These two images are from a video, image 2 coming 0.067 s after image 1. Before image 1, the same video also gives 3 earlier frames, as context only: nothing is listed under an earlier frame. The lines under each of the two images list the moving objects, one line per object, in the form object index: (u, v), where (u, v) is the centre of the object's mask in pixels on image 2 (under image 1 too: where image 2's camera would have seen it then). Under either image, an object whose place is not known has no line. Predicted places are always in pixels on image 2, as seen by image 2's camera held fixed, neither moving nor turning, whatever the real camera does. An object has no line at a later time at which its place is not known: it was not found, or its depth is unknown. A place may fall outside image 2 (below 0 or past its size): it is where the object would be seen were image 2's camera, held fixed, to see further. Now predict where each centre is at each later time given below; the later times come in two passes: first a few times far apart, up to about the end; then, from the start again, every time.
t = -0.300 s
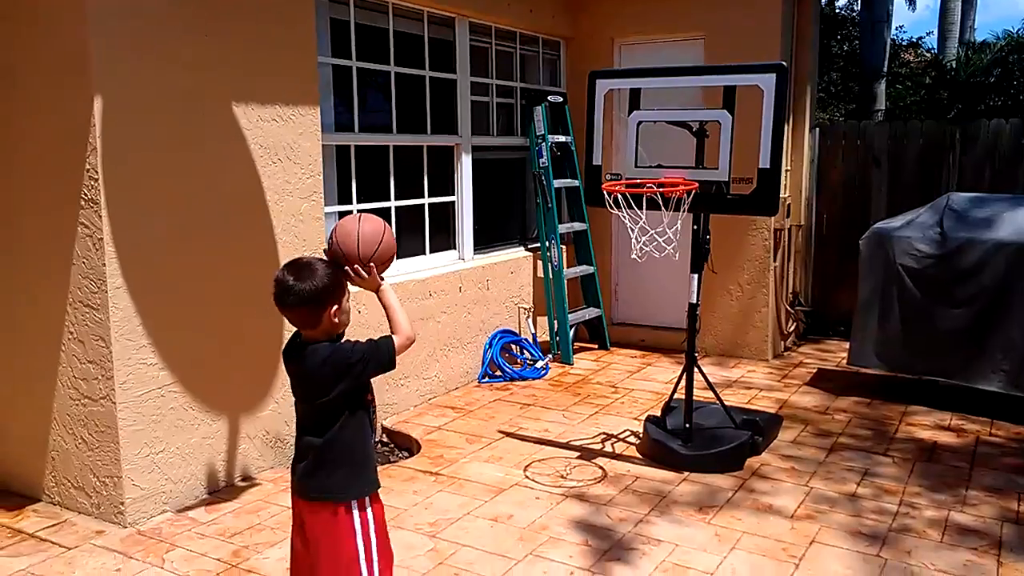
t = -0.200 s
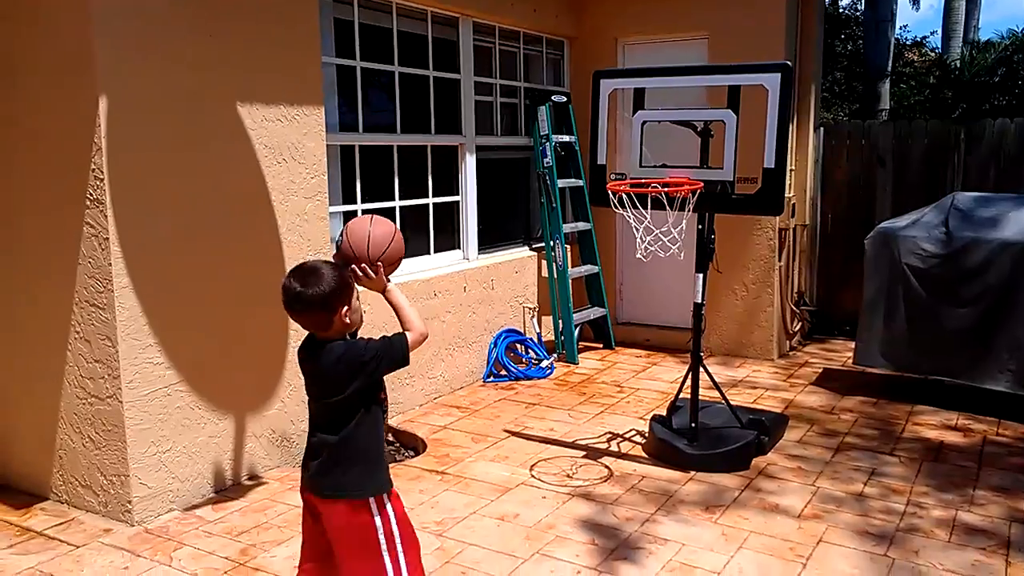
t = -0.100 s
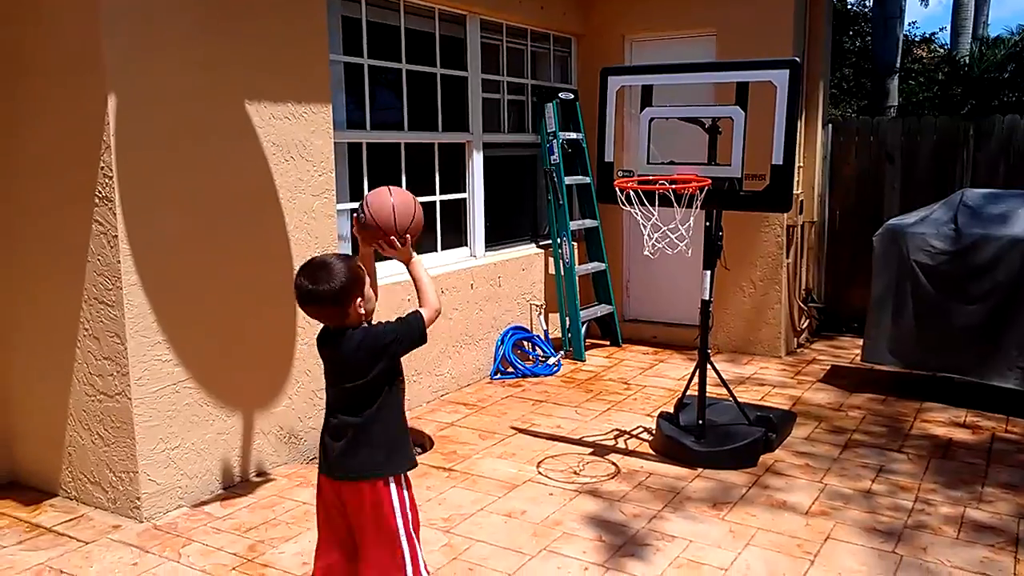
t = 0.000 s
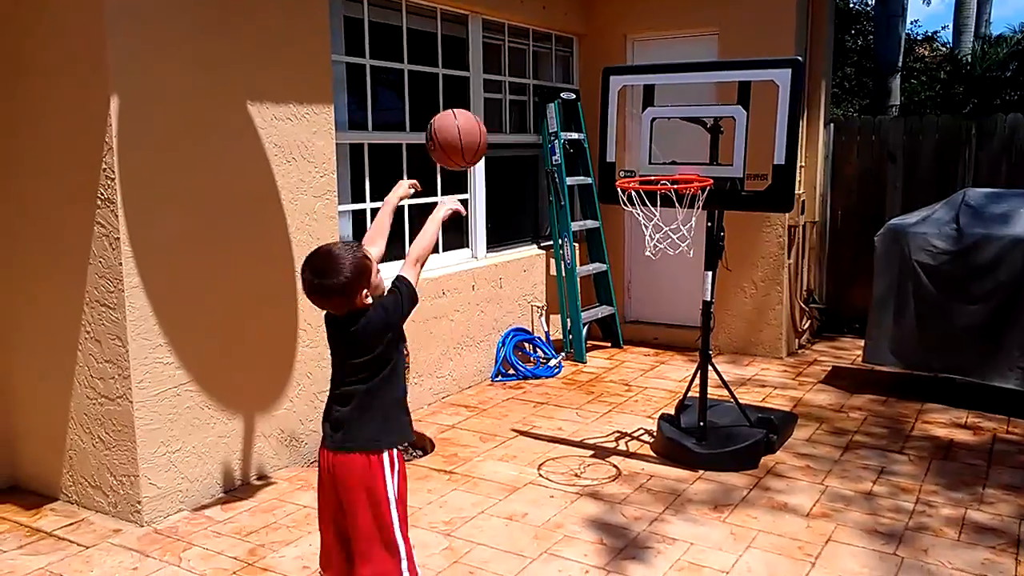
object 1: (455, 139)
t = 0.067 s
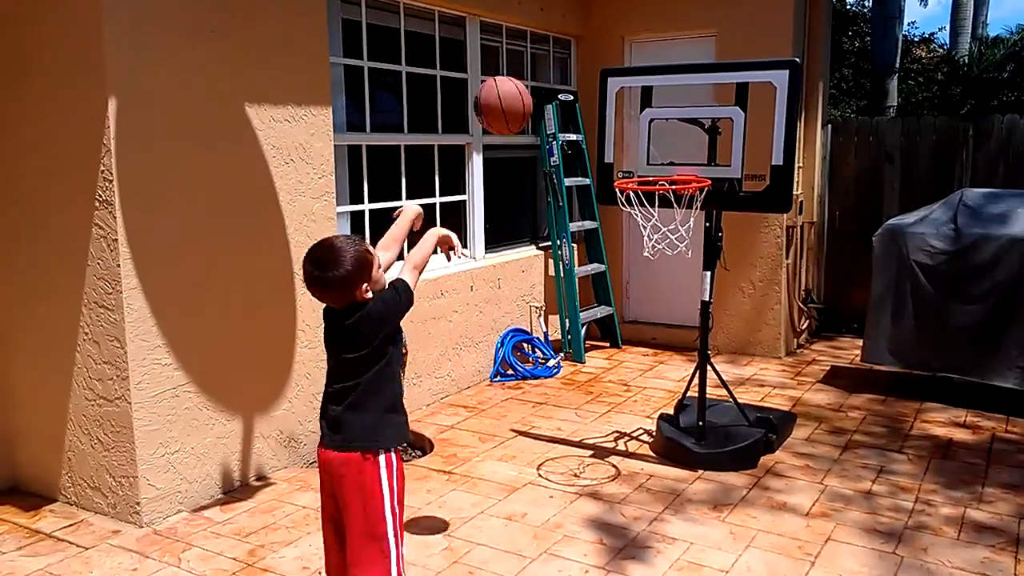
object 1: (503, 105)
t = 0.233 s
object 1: (605, 87)
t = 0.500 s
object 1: (668, 185)
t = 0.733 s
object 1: (653, 320)
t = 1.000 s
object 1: (648, 356)
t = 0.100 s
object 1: (525, 94)
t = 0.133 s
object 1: (547, 87)
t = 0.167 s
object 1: (566, 84)
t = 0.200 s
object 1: (585, 84)
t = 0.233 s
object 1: (605, 87)
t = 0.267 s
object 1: (623, 93)
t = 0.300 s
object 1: (638, 101)
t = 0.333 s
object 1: (652, 112)
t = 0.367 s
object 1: (668, 126)
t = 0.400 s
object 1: (682, 142)
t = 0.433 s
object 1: (682, 154)
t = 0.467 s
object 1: (676, 165)
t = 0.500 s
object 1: (668, 185)
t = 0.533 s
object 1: (663, 202)
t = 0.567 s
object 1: (661, 215)
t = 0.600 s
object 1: (659, 232)
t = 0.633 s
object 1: (659, 251)
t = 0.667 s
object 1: (656, 272)
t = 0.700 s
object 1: (655, 295)
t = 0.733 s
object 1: (653, 320)
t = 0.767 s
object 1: (652, 348)
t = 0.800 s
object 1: (650, 377)
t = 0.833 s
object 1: (648, 407)
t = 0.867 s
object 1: (647, 439)
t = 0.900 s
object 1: (646, 430)
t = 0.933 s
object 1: (647, 403)
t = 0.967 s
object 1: (647, 379)
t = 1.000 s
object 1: (648, 356)
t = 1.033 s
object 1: (648, 337)
